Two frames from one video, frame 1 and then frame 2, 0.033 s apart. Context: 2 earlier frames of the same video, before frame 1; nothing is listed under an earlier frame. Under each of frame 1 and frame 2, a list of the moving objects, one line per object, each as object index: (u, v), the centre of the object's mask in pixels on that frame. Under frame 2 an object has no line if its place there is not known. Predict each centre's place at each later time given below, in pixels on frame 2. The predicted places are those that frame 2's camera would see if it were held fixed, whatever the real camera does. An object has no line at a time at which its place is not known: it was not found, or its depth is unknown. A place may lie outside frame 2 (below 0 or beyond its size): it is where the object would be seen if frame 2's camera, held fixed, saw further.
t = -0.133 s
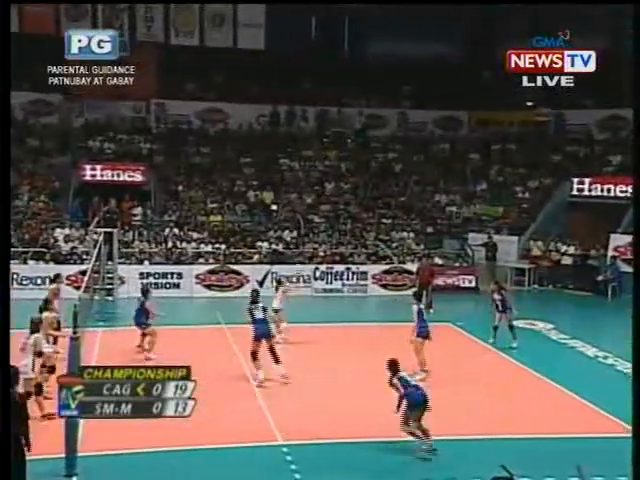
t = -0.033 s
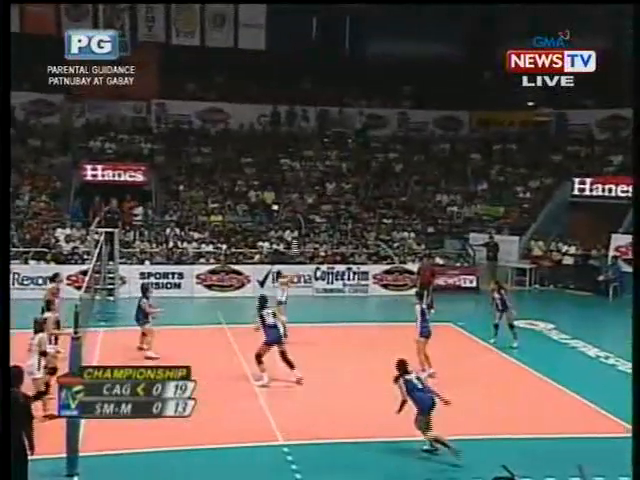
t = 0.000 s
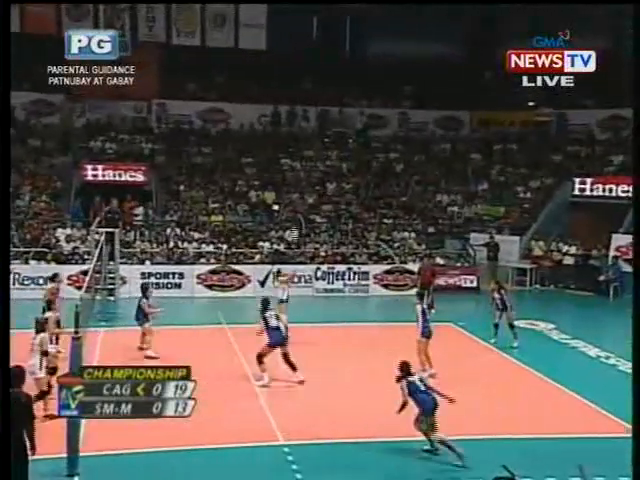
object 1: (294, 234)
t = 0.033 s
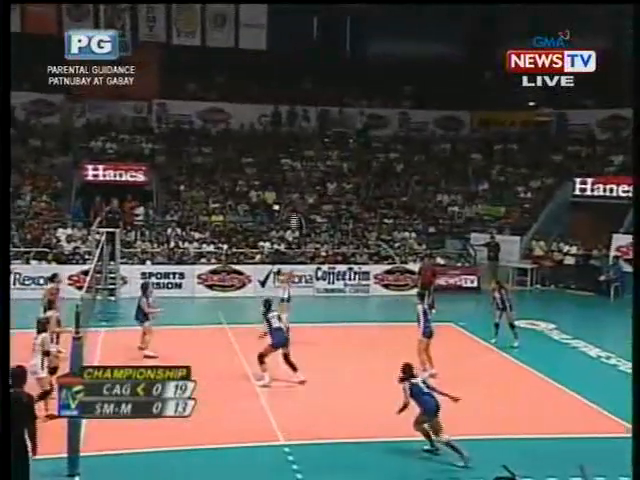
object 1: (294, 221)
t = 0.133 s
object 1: (289, 185)
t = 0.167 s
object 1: (288, 174)
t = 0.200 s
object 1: (287, 162)
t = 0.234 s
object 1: (286, 152)
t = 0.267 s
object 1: (284, 143)
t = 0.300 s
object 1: (282, 134)
